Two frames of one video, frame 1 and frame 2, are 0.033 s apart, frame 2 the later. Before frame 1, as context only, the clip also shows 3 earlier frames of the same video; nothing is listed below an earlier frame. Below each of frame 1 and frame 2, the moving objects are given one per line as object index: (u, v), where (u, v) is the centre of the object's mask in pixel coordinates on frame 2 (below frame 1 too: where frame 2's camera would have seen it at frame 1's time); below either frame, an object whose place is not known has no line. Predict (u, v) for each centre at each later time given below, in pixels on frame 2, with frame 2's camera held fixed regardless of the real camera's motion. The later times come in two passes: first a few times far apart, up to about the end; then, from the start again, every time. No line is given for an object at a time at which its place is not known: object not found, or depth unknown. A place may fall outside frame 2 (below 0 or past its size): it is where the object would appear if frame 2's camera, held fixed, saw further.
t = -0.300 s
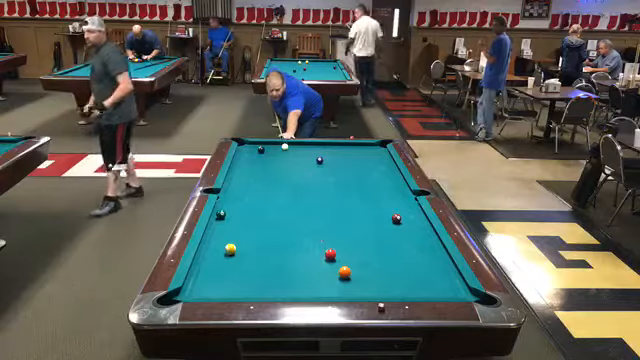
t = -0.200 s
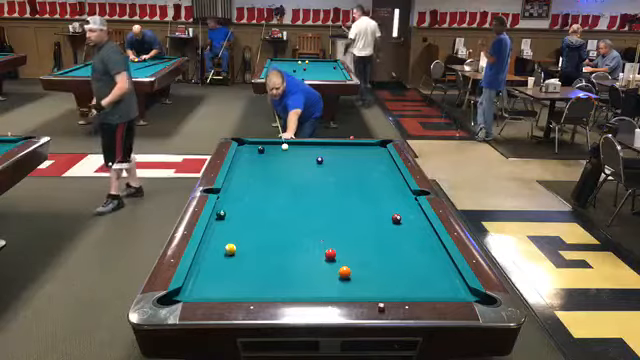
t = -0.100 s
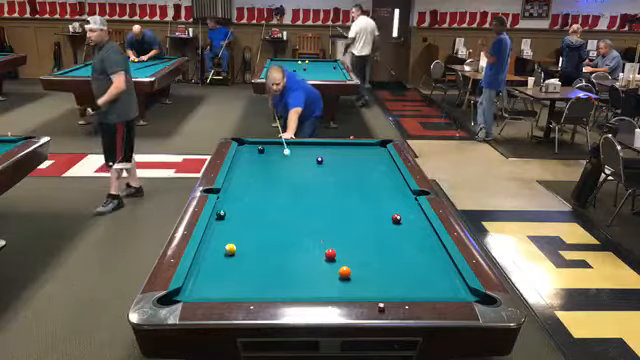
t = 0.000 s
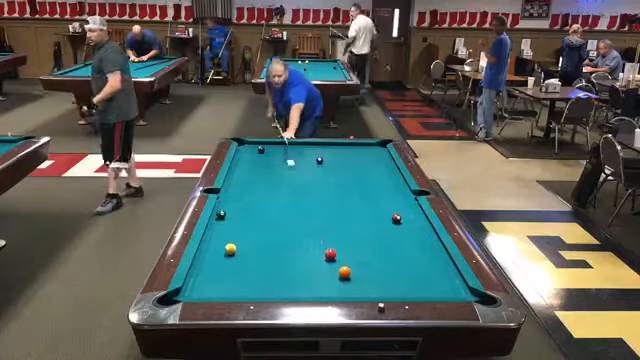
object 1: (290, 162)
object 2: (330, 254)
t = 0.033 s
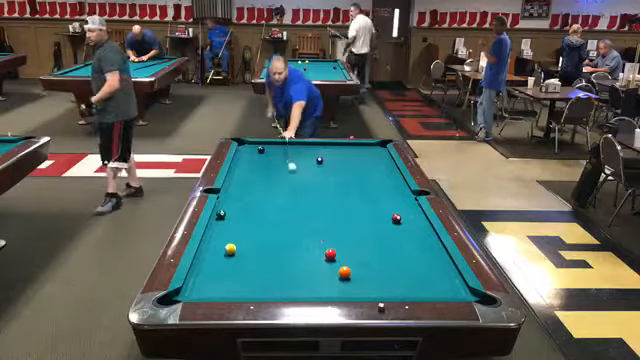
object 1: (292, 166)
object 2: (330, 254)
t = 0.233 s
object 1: (302, 193)
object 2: (330, 254)
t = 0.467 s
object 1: (318, 237)
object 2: (330, 254)
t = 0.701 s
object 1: (286, 272)
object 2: (385, 278)
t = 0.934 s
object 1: (252, 287)
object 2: (421, 287)
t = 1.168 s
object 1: (231, 268)
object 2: (439, 273)
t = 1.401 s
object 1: (214, 253)
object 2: (445, 262)
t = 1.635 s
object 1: (209, 239)
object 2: (426, 251)
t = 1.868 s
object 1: (225, 229)
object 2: (409, 243)
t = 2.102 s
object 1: (238, 220)
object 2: (394, 234)
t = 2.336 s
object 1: (249, 212)
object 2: (380, 227)
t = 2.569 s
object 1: (260, 205)
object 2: (368, 220)
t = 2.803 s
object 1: (269, 198)
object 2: (356, 214)
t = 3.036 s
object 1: (277, 193)
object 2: (346, 209)
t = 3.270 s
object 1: (285, 187)
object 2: (336, 204)
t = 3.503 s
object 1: (292, 182)
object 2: (328, 200)
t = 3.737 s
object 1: (298, 178)
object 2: (321, 196)
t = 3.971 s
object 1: (304, 174)
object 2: (314, 192)
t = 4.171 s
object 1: (309, 170)
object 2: (308, 189)
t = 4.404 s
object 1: (313, 167)
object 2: (302, 186)
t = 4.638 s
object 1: (318, 164)
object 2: (297, 183)
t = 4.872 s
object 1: (322, 162)
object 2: (292, 181)
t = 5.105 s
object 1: (327, 161)
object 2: (288, 179)
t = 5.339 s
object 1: (331, 160)
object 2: (284, 177)
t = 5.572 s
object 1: (335, 160)
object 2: (281, 175)
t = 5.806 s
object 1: (338, 159)
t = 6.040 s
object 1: (341, 159)
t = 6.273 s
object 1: (343, 159)
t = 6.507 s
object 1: (345, 158)
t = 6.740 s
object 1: (346, 158)
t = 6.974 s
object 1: (346, 158)
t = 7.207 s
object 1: (347, 158)
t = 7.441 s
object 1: (347, 158)
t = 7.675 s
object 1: (347, 158)
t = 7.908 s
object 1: (347, 158)
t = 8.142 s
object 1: (347, 158)
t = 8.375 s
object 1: (347, 158)
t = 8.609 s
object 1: (347, 158)
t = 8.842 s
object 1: (347, 158)
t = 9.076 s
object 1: (347, 158)
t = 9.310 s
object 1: (347, 158)
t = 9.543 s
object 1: (347, 158)
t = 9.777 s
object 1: (347, 158)
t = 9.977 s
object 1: (347, 158)
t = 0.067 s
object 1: (293, 170)
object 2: (330, 254)
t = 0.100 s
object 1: (295, 174)
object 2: (330, 254)
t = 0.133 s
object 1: (296, 179)
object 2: (330, 254)
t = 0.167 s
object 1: (298, 183)
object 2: (330, 254)
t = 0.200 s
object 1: (300, 188)
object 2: (330, 254)
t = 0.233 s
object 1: (302, 193)
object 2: (330, 254)
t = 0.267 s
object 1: (303, 199)
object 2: (330, 254)
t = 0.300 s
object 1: (306, 205)
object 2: (330, 254)
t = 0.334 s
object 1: (308, 210)
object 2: (330, 254)
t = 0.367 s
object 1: (310, 216)
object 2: (330, 254)
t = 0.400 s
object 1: (312, 223)
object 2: (330, 254)
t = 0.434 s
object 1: (315, 230)
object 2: (330, 254)
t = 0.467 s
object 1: (318, 237)
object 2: (330, 254)
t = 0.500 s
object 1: (321, 245)
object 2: (330, 254)
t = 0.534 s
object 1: (318, 252)
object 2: (336, 257)
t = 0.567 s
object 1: (311, 255)
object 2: (345, 260)
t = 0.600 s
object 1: (304, 259)
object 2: (357, 268)
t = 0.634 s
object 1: (298, 263)
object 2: (367, 270)
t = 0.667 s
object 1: (292, 267)
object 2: (376, 274)
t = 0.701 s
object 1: (286, 272)
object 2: (385, 278)
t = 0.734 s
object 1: (280, 277)
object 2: (394, 284)
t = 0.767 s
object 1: (274, 283)
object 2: (402, 287)
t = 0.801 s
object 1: (268, 288)
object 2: (409, 292)
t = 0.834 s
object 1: (261, 292)
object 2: (413, 291)
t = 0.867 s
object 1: (257, 290)
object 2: (415, 291)
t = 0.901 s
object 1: (255, 288)
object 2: (418, 289)
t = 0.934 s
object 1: (252, 287)
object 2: (421, 287)
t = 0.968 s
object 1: (248, 284)
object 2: (424, 286)
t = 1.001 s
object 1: (245, 280)
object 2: (427, 284)
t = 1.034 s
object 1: (243, 278)
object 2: (429, 282)
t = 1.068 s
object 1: (240, 275)
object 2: (432, 280)
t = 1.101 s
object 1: (237, 273)
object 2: (434, 278)
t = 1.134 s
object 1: (234, 271)
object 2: (437, 276)
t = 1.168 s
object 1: (231, 268)
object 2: (439, 273)
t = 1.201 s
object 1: (229, 266)
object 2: (441, 272)
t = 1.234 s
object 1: (226, 263)
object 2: (443, 270)
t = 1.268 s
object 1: (224, 261)
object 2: (445, 268)
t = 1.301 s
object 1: (221, 259)
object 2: (448, 267)
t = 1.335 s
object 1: (218, 256)
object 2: (450, 265)
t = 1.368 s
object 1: (216, 255)
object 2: (448, 263)
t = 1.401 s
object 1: (214, 253)
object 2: (445, 262)
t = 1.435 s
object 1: (213, 250)
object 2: (442, 261)
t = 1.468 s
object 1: (210, 248)
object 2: (439, 259)
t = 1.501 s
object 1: (208, 246)
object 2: (437, 257)
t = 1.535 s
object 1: (206, 245)
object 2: (434, 255)
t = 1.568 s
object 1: (205, 243)
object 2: (431, 254)
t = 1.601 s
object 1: (207, 241)
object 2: (429, 253)
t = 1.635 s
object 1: (209, 239)
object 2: (426, 251)
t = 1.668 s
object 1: (212, 238)
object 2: (423, 250)
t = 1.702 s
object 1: (214, 236)
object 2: (421, 249)
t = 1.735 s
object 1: (217, 235)
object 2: (418, 248)
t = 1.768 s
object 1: (218, 233)
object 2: (416, 246)
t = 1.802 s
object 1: (221, 232)
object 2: (413, 245)
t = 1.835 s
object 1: (222, 230)
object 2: (411, 244)
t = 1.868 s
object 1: (225, 229)
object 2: (409, 243)
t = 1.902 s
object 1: (227, 228)
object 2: (406, 241)
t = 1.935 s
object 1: (229, 226)
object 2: (404, 240)
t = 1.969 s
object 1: (230, 225)
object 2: (402, 239)
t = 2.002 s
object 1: (232, 224)
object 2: (399, 238)
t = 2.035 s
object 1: (234, 223)
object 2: (398, 237)
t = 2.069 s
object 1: (236, 221)
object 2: (395, 235)
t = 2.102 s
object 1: (238, 220)
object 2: (394, 234)
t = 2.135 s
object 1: (239, 219)
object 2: (391, 233)
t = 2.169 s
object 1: (241, 218)
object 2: (389, 232)
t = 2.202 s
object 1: (243, 217)
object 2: (388, 231)
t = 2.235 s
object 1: (245, 215)
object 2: (385, 230)
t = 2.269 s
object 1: (246, 214)
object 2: (383, 229)
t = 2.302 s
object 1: (248, 213)
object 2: (382, 228)
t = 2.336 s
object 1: (249, 212)
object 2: (380, 227)
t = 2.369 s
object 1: (251, 211)
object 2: (378, 226)
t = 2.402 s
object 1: (252, 210)
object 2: (376, 225)
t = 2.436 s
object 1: (254, 209)
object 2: (374, 224)
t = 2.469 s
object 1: (255, 208)
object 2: (372, 223)
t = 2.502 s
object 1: (257, 207)
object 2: (371, 222)
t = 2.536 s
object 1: (258, 206)
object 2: (369, 221)
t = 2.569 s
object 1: (260, 205)
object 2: (368, 220)
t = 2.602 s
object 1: (261, 204)
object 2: (365, 219)
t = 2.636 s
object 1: (263, 203)
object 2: (364, 219)
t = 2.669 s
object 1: (264, 202)
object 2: (362, 218)
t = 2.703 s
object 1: (265, 201)
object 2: (361, 217)
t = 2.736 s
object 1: (266, 200)
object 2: (359, 216)
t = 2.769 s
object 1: (268, 199)
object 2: (357, 215)
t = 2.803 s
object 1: (269, 198)
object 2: (356, 214)
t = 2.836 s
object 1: (270, 197)
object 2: (355, 214)
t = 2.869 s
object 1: (271, 197)
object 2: (353, 213)
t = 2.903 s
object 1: (273, 196)
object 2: (351, 212)
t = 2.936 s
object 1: (274, 195)
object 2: (350, 211)
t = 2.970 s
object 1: (275, 194)
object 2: (349, 210)
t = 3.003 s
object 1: (276, 194)
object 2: (347, 210)
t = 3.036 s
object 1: (277, 193)
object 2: (346, 209)
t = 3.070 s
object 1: (279, 192)
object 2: (345, 208)
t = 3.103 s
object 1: (280, 191)
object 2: (343, 208)
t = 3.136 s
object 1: (281, 190)
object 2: (341, 207)
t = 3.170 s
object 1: (282, 189)
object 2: (340, 206)
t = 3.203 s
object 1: (283, 189)
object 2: (339, 205)
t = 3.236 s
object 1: (284, 188)
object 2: (338, 205)
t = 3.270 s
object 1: (285, 187)
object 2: (336, 204)
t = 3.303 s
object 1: (286, 186)
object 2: (335, 204)
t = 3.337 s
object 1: (287, 186)
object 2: (334, 203)
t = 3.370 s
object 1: (288, 185)
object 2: (333, 202)
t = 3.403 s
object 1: (289, 184)
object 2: (332, 202)
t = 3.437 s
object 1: (290, 184)
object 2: (331, 201)
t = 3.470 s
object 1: (291, 183)
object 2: (329, 200)
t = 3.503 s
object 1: (292, 182)
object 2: (328, 200)
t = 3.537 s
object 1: (293, 182)
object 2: (327, 199)
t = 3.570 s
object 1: (294, 181)
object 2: (326, 198)
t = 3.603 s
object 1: (295, 180)
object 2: (324, 198)
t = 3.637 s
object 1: (296, 180)
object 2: (324, 197)
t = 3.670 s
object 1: (297, 179)
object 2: (323, 197)
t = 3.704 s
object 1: (297, 178)
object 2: (321, 196)
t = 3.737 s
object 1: (298, 178)
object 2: (321, 196)
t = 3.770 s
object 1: (299, 177)
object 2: (320, 195)
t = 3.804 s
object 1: (300, 177)
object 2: (319, 195)
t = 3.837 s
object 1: (301, 176)
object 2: (317, 194)
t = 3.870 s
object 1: (302, 175)
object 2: (316, 194)
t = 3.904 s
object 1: (302, 175)
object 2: (315, 193)
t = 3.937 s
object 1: (303, 174)
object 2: (314, 192)
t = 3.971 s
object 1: (304, 174)
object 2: (314, 192)
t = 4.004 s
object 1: (305, 173)
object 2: (312, 192)
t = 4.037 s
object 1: (306, 173)
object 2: (311, 191)
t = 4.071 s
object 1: (306, 172)
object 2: (310, 190)
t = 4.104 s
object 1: (307, 172)
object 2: (310, 190)
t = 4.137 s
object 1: (308, 171)
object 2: (309, 189)
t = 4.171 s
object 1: (309, 170)
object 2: (308, 189)
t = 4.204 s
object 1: (309, 170)
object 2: (307, 188)
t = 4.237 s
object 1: (310, 170)
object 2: (306, 188)
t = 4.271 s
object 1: (311, 169)
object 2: (306, 188)
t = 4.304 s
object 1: (311, 169)
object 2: (305, 187)
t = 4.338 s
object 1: (312, 168)
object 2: (304, 187)
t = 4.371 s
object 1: (313, 168)
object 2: (303, 186)
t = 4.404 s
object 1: (313, 167)
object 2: (302, 186)
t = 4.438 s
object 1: (314, 167)
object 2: (302, 186)
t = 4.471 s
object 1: (314, 167)
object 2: (301, 185)
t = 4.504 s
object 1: (315, 166)
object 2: (300, 185)
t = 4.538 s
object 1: (316, 165)
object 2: (299, 184)
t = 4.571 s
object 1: (316, 165)
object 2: (298, 184)
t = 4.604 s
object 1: (317, 165)
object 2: (297, 184)
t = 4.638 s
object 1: (318, 164)
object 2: (297, 183)
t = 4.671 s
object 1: (318, 164)
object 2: (296, 183)
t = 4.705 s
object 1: (319, 164)
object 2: (295, 182)
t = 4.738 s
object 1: (320, 163)
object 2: (294, 182)
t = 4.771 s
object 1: (320, 163)
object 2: (294, 182)
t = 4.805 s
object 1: (321, 162)
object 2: (293, 182)
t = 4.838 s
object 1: (321, 162)
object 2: (293, 181)
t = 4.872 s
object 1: (322, 162)
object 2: (292, 181)
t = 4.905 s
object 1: (323, 162)
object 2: (291, 181)
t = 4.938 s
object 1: (324, 162)
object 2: (291, 180)
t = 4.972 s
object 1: (324, 161)
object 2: (290, 180)
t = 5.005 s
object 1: (325, 161)
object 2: (290, 180)
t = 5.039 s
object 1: (326, 161)
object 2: (289, 179)
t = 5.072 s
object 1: (326, 161)
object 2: (288, 179)
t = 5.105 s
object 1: (327, 161)
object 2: (288, 179)
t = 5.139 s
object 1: (327, 161)
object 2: (287, 178)
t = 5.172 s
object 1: (328, 161)
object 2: (287, 178)
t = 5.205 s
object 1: (329, 160)
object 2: (286, 178)
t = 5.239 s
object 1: (329, 160)
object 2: (286, 178)
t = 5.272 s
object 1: (330, 160)
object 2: (285, 177)
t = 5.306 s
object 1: (330, 160)
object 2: (285, 177)
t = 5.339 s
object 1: (331, 160)
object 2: (284, 177)
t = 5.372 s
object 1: (331, 160)
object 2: (283, 176)
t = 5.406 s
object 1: (332, 160)
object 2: (283, 176)
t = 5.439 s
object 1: (333, 160)
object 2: (283, 176)
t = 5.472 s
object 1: (333, 160)
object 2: (282, 176)
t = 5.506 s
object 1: (334, 160)
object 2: (282, 175)
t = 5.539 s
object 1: (334, 160)
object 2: (281, 175)
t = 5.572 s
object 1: (335, 160)
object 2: (281, 175)
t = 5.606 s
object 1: (335, 160)
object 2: (281, 175)
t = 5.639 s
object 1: (336, 160)
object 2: (280, 174)
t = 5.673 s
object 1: (336, 160)
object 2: (280, 174)
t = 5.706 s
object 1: (337, 159)
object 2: (279, 174)
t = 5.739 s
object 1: (337, 159)
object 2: (279, 174)
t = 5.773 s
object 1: (337, 159)
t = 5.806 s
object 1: (338, 159)
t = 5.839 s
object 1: (338, 159)
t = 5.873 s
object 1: (339, 159)
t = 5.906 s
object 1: (339, 159)
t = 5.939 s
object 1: (340, 159)
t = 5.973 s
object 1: (340, 159)
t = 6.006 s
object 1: (341, 159)
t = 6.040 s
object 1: (341, 159)
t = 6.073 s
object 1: (341, 159)
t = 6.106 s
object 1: (342, 159)
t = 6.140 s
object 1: (342, 159)
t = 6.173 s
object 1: (342, 159)
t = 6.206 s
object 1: (342, 159)
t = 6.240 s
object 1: (343, 159)
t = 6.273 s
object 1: (343, 159)
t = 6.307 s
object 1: (343, 159)
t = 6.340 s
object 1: (344, 159)
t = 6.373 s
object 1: (344, 159)
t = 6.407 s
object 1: (344, 158)
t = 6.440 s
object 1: (344, 158)
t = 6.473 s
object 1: (345, 158)
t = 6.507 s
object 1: (345, 158)
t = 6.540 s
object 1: (345, 158)
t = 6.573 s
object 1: (345, 158)
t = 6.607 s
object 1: (346, 158)
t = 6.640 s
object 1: (346, 158)
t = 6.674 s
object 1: (346, 158)
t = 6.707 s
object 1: (346, 158)
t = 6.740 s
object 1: (346, 158)
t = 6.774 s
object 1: (346, 158)
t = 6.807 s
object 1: (346, 158)
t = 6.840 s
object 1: (346, 158)
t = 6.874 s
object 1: (346, 158)
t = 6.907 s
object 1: (346, 158)
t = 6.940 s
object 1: (346, 158)
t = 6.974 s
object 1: (346, 158)
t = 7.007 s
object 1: (346, 158)
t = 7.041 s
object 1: (346, 158)
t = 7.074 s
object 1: (346, 158)
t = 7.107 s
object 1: (346, 158)
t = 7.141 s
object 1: (347, 158)
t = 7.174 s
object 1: (347, 158)
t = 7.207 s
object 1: (347, 158)
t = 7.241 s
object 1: (347, 158)
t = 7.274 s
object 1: (347, 158)
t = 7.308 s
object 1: (347, 158)
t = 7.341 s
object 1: (347, 158)
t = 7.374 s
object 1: (347, 158)
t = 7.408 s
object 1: (347, 158)
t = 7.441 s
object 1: (347, 158)
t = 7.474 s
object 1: (347, 158)
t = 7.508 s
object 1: (347, 158)
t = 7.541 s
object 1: (347, 158)
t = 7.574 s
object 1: (347, 158)
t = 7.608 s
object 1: (347, 158)
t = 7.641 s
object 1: (347, 158)
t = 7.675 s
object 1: (347, 158)
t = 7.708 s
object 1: (347, 158)
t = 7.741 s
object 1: (347, 158)
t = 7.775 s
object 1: (347, 158)
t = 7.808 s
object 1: (347, 158)
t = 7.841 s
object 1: (347, 158)
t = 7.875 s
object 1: (347, 158)
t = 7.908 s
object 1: (347, 158)
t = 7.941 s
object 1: (347, 158)
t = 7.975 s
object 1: (347, 158)
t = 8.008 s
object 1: (347, 158)
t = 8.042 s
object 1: (347, 158)
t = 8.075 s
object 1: (347, 158)
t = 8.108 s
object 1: (347, 158)
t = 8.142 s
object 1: (347, 158)
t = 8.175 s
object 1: (347, 158)
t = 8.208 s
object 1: (347, 158)
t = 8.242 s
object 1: (347, 158)
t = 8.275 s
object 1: (347, 158)
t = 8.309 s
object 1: (347, 158)
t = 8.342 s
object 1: (347, 158)
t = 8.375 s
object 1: (347, 158)
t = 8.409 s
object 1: (347, 158)
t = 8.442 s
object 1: (347, 158)
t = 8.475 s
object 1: (347, 158)
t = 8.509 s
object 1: (347, 158)
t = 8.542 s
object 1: (347, 158)
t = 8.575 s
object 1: (347, 158)
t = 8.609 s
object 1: (347, 158)
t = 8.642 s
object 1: (347, 158)
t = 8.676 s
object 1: (347, 158)
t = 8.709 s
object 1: (347, 158)
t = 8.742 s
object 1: (347, 158)
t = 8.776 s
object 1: (347, 158)
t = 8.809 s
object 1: (347, 158)
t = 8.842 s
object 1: (347, 158)
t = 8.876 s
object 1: (347, 158)
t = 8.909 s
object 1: (347, 158)
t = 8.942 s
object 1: (347, 158)
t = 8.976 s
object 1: (347, 158)
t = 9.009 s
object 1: (347, 158)
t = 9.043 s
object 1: (347, 158)
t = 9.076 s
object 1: (347, 158)
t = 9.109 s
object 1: (347, 158)
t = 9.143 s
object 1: (347, 158)
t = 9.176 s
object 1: (347, 158)
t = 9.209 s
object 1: (347, 158)
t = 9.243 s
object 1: (347, 158)
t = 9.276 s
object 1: (347, 158)
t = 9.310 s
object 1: (347, 158)
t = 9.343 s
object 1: (347, 158)
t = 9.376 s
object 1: (347, 158)
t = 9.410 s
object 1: (347, 158)
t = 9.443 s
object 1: (347, 158)
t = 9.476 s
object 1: (347, 158)
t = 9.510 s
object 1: (347, 158)
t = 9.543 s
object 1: (347, 158)
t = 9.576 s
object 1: (347, 158)
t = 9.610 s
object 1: (347, 158)
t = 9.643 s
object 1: (347, 158)
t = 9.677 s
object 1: (347, 158)
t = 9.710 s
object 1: (347, 158)
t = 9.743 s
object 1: (347, 158)
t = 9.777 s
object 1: (347, 158)
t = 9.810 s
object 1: (347, 158)
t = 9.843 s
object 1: (347, 158)
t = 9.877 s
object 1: (347, 158)
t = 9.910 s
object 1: (347, 158)
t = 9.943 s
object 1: (347, 158)
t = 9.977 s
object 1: (347, 158)
